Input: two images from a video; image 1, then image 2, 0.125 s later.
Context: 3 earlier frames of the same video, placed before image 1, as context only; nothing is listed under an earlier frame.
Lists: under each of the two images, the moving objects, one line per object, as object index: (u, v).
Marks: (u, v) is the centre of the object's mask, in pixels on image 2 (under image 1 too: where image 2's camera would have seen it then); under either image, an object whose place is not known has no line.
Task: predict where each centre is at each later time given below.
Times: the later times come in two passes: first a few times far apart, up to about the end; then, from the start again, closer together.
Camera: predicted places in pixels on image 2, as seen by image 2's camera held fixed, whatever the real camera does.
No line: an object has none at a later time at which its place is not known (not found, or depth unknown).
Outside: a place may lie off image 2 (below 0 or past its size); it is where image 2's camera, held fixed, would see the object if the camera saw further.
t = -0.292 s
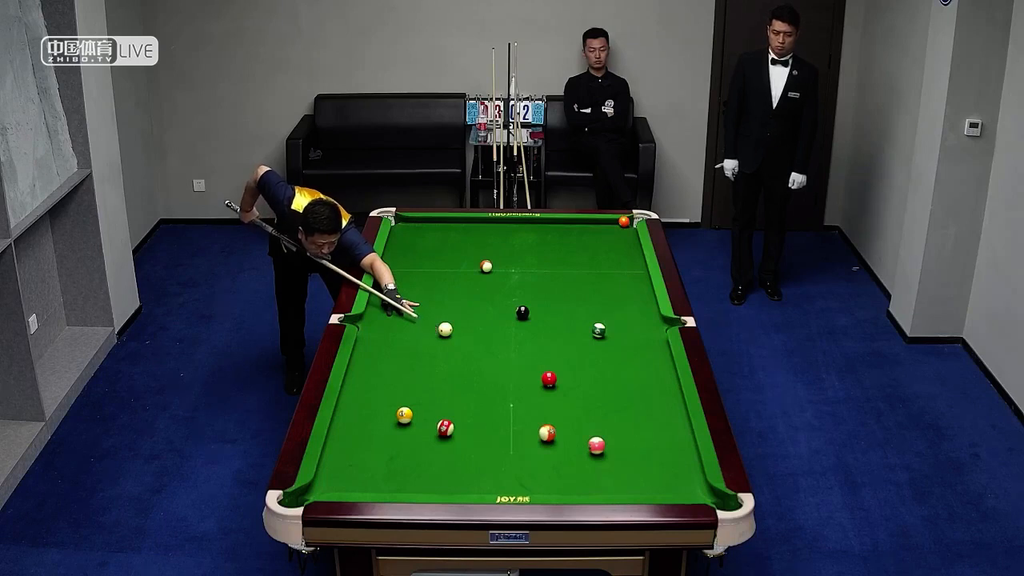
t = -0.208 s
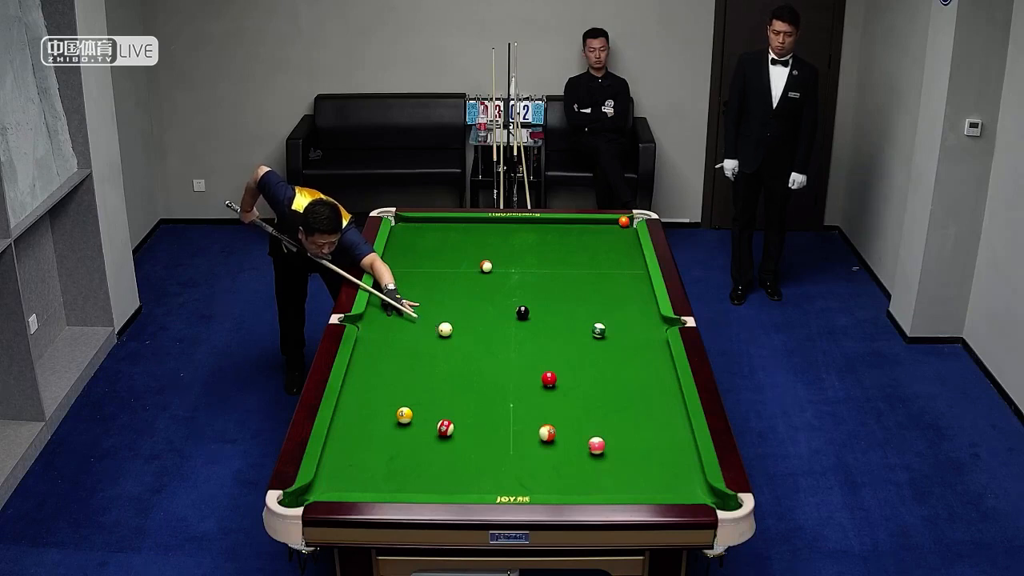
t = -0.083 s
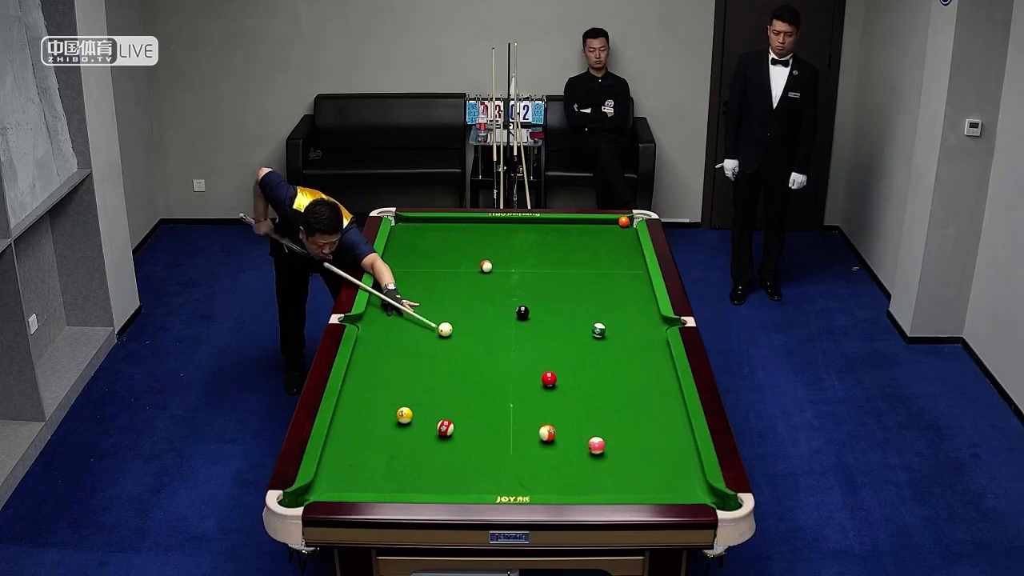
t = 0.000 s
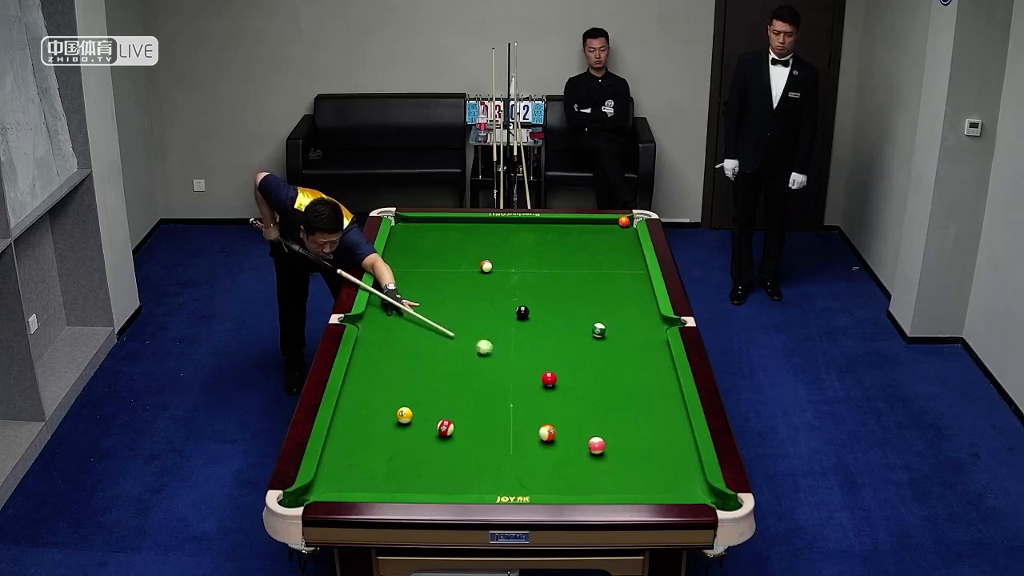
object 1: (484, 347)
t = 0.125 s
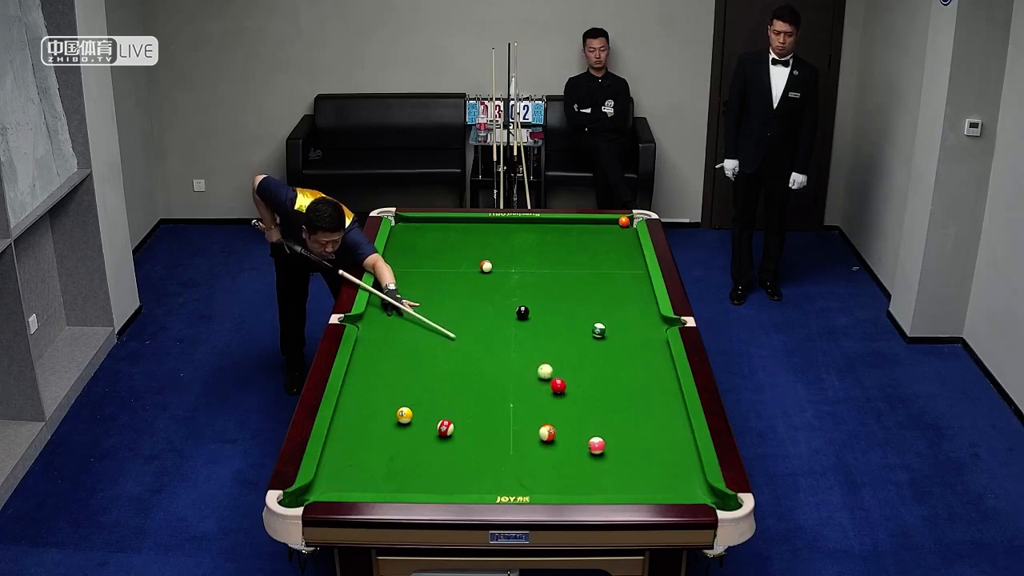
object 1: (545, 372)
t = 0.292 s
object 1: (566, 364)
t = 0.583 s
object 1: (576, 346)
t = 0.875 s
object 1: (581, 329)
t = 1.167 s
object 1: (586, 312)
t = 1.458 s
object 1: (590, 299)
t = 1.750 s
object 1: (594, 287)
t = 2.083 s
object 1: (599, 273)
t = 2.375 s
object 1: (602, 264)
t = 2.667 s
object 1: (605, 256)
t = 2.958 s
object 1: (608, 248)
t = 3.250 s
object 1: (611, 241)
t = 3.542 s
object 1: (613, 235)
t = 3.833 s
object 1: (615, 231)
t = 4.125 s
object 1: (616, 226)
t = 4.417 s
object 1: (615, 223)
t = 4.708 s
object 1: (613, 222)
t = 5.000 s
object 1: (611, 222)
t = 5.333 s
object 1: (611, 222)
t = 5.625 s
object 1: (611, 222)
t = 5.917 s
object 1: (611, 222)
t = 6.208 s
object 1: (611, 222)
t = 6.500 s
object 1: (611, 222)
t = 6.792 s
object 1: (611, 222)
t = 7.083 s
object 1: (611, 222)
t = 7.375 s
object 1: (611, 222)
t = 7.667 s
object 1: (611, 222)
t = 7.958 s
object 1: (611, 222)
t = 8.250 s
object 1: (611, 222)
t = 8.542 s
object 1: (611, 222)
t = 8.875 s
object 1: (611, 222)
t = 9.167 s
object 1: (611, 222)
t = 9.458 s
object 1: (611, 222)
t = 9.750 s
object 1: (611, 222)
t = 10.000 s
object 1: (611, 222)
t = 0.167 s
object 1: (552, 370)
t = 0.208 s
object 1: (557, 368)
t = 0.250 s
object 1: (562, 366)
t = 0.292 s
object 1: (566, 364)
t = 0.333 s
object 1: (569, 361)
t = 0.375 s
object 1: (572, 359)
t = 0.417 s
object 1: (573, 356)
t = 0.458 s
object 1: (574, 354)
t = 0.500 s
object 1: (575, 351)
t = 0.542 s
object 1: (575, 348)
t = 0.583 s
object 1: (576, 346)
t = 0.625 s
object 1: (577, 343)
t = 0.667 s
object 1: (578, 341)
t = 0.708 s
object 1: (578, 338)
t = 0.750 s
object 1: (579, 336)
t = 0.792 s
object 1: (580, 333)
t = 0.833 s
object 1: (580, 331)
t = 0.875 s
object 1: (581, 329)
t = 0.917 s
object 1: (582, 324)
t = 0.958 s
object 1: (583, 322)
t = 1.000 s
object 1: (584, 320)
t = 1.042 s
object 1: (584, 318)
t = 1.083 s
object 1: (585, 316)
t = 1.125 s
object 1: (586, 314)
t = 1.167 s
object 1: (586, 312)
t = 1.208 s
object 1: (587, 310)
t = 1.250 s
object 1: (587, 308)
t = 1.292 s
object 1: (588, 306)
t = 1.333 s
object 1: (589, 304)
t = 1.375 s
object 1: (589, 302)
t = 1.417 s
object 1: (590, 301)
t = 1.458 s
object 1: (590, 299)
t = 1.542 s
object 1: (592, 295)
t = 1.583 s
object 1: (592, 293)
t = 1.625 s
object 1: (593, 292)
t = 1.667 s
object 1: (593, 290)
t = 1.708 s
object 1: (594, 288)
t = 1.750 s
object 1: (594, 287)
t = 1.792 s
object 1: (595, 285)
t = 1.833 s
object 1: (595, 284)
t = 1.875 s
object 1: (596, 282)
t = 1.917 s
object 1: (597, 279)
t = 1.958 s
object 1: (597, 278)
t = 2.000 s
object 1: (598, 276)
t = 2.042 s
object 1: (598, 275)
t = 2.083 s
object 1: (599, 273)
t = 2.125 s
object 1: (599, 272)
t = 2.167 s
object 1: (599, 271)
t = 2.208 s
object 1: (600, 269)
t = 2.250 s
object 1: (600, 268)
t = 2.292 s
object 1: (601, 267)
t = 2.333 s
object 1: (601, 265)
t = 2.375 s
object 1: (602, 264)
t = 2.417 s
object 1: (602, 263)
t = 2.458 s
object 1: (603, 262)
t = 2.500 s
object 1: (603, 261)
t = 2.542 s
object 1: (603, 259)
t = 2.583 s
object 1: (604, 258)
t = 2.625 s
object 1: (604, 257)
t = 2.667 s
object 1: (605, 256)
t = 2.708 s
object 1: (605, 255)
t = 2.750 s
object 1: (605, 254)
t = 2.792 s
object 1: (606, 253)
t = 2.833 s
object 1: (606, 251)
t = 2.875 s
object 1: (607, 250)
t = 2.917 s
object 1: (608, 248)
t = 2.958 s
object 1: (608, 248)
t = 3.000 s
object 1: (608, 247)
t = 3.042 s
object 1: (609, 246)
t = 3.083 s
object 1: (609, 245)
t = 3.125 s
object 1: (609, 244)
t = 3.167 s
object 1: (610, 243)
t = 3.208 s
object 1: (610, 242)
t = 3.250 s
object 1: (611, 241)
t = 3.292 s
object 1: (611, 240)
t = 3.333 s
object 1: (611, 239)
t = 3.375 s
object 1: (612, 239)
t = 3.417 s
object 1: (612, 238)
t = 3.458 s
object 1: (612, 237)
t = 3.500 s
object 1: (613, 236)
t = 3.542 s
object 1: (613, 235)
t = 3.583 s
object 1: (613, 235)
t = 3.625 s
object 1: (613, 234)
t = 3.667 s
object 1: (614, 233)
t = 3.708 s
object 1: (614, 232)
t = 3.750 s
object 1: (614, 232)
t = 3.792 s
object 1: (615, 231)
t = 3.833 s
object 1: (615, 231)
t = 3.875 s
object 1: (615, 230)
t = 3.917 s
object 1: (615, 229)
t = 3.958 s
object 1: (616, 228)
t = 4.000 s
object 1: (616, 227)
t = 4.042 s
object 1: (616, 227)
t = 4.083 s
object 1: (616, 226)
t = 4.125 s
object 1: (616, 226)
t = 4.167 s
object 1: (617, 225)
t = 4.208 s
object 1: (617, 225)
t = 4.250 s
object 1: (616, 224)
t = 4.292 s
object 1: (616, 224)
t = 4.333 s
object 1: (616, 224)
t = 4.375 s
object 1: (615, 224)
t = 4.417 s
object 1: (615, 223)
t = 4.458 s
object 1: (615, 223)
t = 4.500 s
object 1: (614, 223)
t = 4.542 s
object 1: (614, 223)
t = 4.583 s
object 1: (614, 223)
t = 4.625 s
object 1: (613, 223)
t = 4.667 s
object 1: (613, 222)
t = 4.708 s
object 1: (613, 222)
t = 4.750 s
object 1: (612, 222)
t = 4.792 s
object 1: (612, 222)
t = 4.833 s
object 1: (612, 222)
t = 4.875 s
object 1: (611, 222)
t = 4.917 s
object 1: (611, 222)
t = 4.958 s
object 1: (611, 222)
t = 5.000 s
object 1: (611, 222)
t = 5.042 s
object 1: (611, 222)
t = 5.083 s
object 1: (611, 222)
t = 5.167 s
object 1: (611, 222)
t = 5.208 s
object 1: (611, 222)
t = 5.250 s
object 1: (611, 222)
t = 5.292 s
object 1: (611, 222)
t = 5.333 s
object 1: (611, 222)
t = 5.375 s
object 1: (611, 222)
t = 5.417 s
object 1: (611, 222)
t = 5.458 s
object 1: (611, 222)
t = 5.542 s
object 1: (611, 222)
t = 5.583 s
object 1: (611, 222)
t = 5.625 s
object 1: (611, 222)
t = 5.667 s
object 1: (611, 222)
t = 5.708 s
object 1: (611, 222)
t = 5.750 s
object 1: (611, 222)
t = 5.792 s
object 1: (611, 222)
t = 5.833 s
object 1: (611, 222)
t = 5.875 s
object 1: (611, 222)
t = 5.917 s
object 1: (611, 222)
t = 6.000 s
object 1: (611, 222)
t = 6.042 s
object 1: (611, 222)
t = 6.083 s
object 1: (611, 222)
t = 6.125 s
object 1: (611, 222)
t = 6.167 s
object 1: (611, 222)
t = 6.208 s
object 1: (611, 222)
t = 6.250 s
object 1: (611, 222)
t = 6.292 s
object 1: (611, 222)
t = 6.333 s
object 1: (611, 222)
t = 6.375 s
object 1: (611, 222)
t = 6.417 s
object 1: (611, 222)
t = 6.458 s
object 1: (611, 222)
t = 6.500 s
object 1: (611, 222)
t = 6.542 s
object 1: (611, 222)
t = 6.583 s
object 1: (611, 222)
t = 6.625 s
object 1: (611, 222)
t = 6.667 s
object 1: (611, 222)
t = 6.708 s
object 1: (611, 222)
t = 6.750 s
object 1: (611, 222)
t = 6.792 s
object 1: (611, 222)
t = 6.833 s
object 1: (611, 222)
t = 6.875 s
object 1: (611, 222)
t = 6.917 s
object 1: (611, 222)
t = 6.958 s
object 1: (611, 222)
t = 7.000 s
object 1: (611, 222)
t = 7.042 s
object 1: (611, 222)
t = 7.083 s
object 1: (611, 222)
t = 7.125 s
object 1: (611, 222)
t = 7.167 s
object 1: (611, 222)
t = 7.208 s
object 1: (611, 222)
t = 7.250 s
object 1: (611, 222)
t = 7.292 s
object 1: (611, 222)
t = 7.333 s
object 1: (611, 222)
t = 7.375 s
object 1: (611, 222)
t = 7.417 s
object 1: (611, 222)
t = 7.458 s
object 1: (611, 222)
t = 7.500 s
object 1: (611, 222)
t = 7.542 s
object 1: (611, 222)
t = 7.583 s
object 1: (611, 222)
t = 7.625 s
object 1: (611, 222)
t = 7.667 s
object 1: (611, 222)
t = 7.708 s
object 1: (611, 222)
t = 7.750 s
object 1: (611, 222)
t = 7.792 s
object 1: (611, 222)
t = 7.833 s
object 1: (611, 222)
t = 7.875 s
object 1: (611, 222)
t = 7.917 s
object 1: (611, 222)
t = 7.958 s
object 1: (611, 222)
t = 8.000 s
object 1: (611, 222)
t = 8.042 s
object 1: (611, 222)
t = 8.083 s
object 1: (611, 222)
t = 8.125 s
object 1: (611, 222)
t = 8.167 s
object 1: (611, 222)
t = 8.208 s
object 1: (611, 222)
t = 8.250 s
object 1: (611, 222)
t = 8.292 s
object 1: (611, 222)
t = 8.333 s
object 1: (611, 222)
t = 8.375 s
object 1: (611, 222)
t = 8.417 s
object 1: (611, 222)
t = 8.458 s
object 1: (611, 222)
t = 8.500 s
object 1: (611, 222)
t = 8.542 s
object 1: (611, 222)
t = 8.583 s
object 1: (611, 222)
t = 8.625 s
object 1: (611, 222)
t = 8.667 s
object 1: (611, 222)
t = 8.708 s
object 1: (611, 222)
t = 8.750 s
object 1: (611, 222)
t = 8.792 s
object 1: (611, 222)
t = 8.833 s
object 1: (611, 222)
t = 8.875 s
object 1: (611, 222)
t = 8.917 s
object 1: (611, 222)
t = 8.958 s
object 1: (611, 222)
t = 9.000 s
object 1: (611, 222)
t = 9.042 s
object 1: (611, 222)
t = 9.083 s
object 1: (611, 222)
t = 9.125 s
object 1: (611, 222)
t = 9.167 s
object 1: (611, 222)
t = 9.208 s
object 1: (611, 222)
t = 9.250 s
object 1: (611, 222)
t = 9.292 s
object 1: (611, 222)
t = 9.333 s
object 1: (611, 222)
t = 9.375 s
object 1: (611, 222)
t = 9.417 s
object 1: (611, 222)
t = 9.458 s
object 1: (611, 222)
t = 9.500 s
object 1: (611, 222)
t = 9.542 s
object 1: (611, 222)
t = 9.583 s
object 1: (611, 222)
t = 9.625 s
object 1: (611, 222)
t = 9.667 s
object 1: (611, 222)
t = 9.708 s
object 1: (611, 222)
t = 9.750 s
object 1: (611, 222)
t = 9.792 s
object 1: (611, 222)
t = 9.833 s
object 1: (611, 222)
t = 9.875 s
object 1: (611, 222)
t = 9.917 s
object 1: (611, 222)
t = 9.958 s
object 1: (611, 222)
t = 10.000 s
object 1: (611, 222)
